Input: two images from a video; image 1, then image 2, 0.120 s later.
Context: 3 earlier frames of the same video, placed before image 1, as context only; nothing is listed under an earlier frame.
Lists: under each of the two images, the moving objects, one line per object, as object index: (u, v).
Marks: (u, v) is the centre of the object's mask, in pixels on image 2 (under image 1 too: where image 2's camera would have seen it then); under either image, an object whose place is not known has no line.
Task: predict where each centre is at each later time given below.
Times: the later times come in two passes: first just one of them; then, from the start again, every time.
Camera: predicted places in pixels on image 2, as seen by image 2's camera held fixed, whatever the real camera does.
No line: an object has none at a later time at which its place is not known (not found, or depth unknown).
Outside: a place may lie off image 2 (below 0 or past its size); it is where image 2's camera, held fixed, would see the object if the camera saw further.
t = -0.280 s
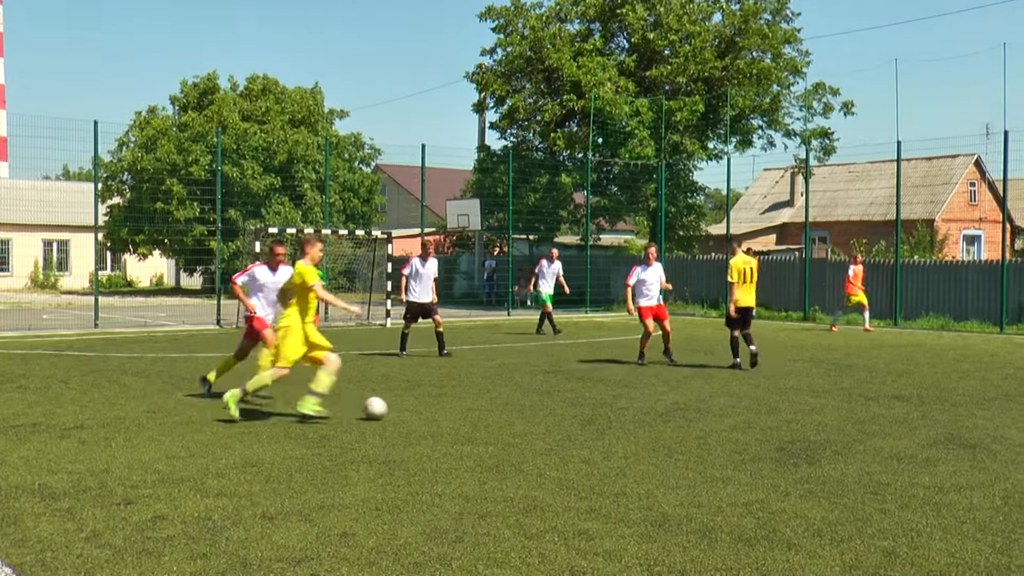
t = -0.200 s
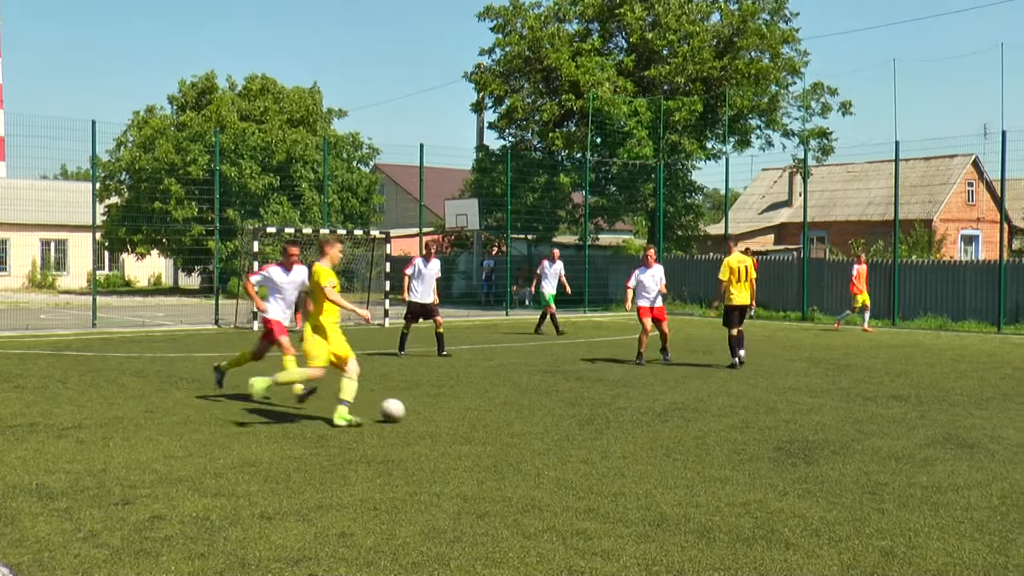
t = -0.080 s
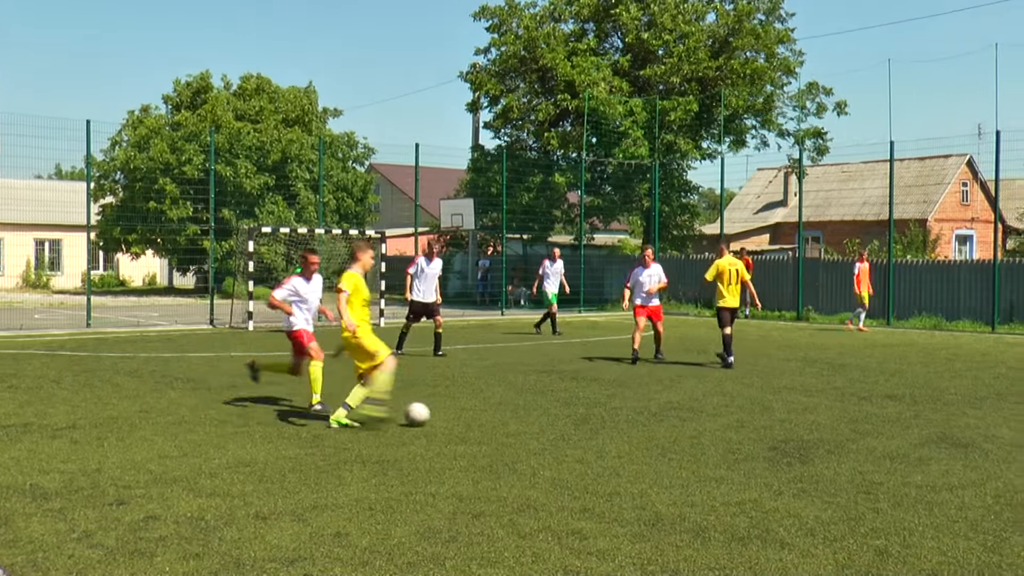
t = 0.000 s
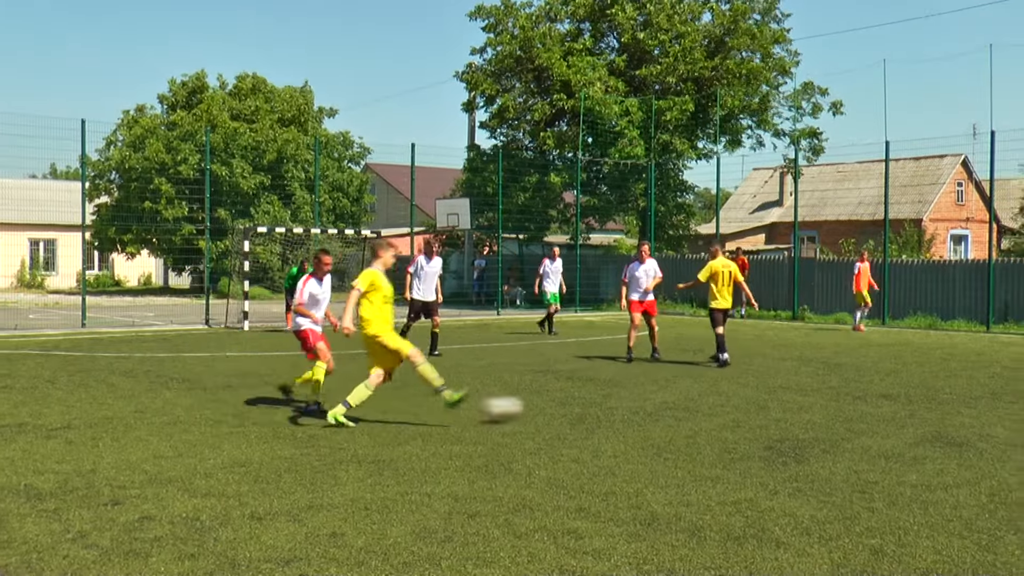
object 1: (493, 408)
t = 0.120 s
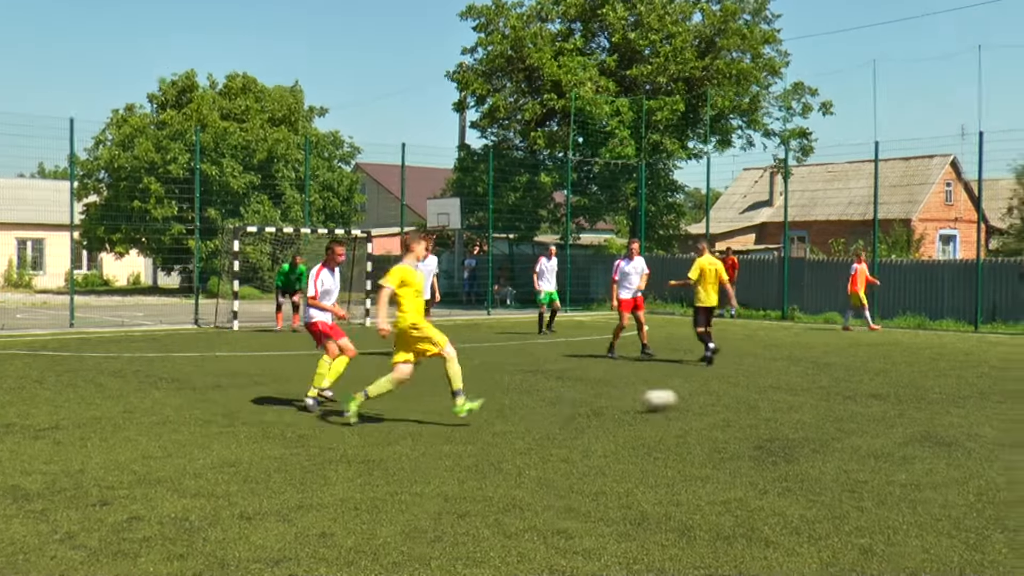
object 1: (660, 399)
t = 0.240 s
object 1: (794, 393)
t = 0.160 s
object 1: (708, 397)
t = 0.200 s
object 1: (751, 396)
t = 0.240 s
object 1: (794, 393)
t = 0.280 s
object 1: (831, 391)
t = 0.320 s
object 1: (868, 390)
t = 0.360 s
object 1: (900, 387)
